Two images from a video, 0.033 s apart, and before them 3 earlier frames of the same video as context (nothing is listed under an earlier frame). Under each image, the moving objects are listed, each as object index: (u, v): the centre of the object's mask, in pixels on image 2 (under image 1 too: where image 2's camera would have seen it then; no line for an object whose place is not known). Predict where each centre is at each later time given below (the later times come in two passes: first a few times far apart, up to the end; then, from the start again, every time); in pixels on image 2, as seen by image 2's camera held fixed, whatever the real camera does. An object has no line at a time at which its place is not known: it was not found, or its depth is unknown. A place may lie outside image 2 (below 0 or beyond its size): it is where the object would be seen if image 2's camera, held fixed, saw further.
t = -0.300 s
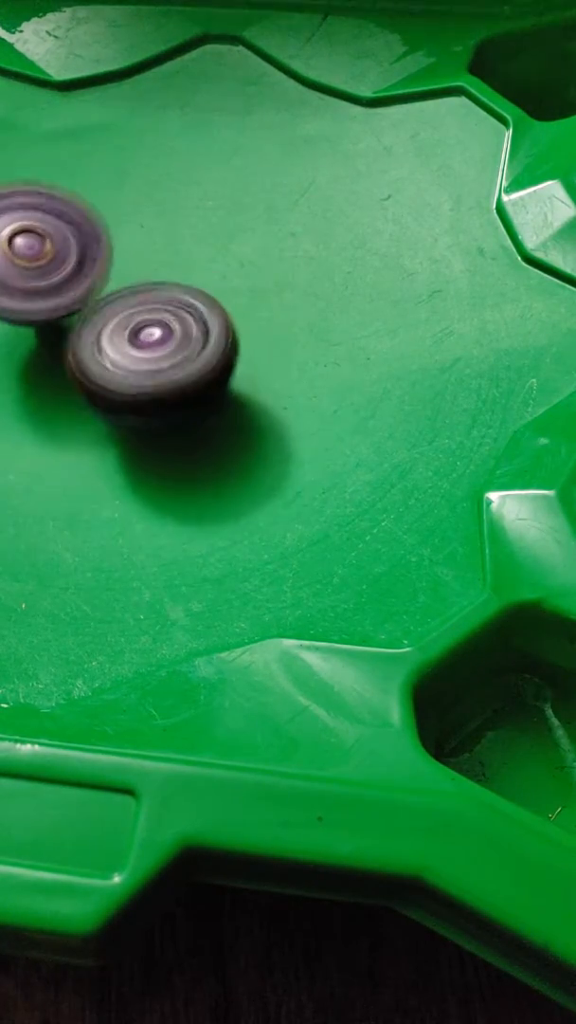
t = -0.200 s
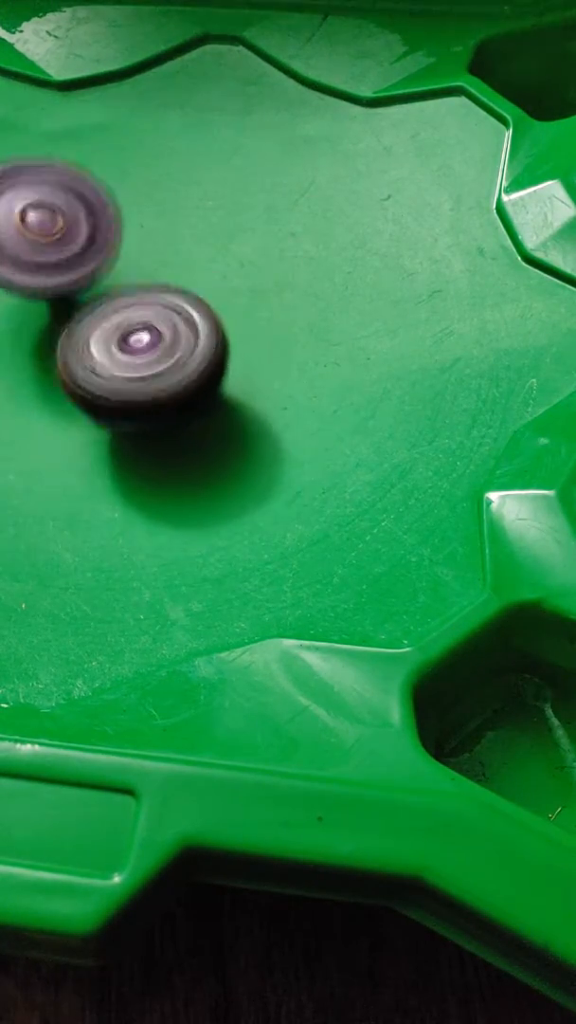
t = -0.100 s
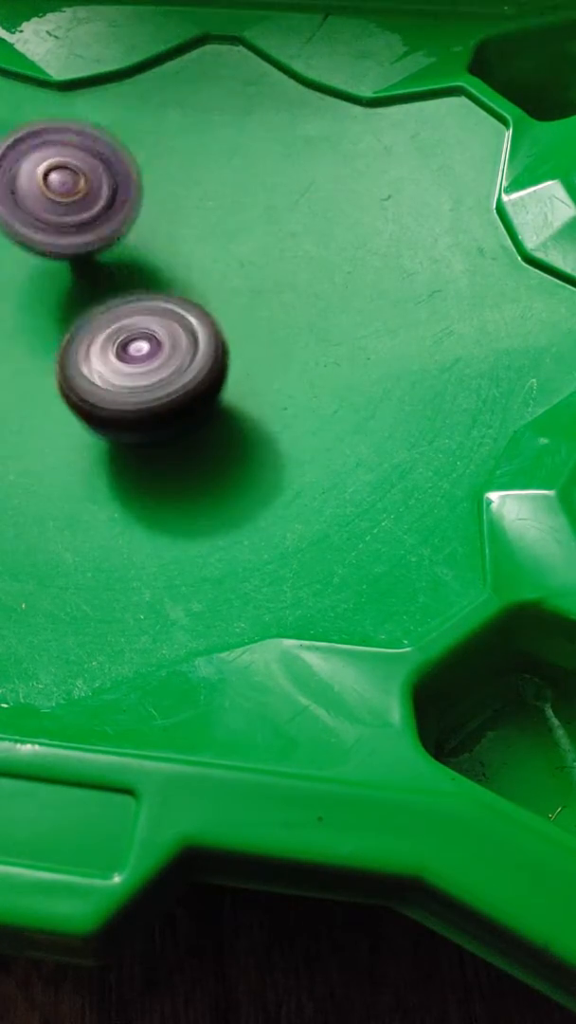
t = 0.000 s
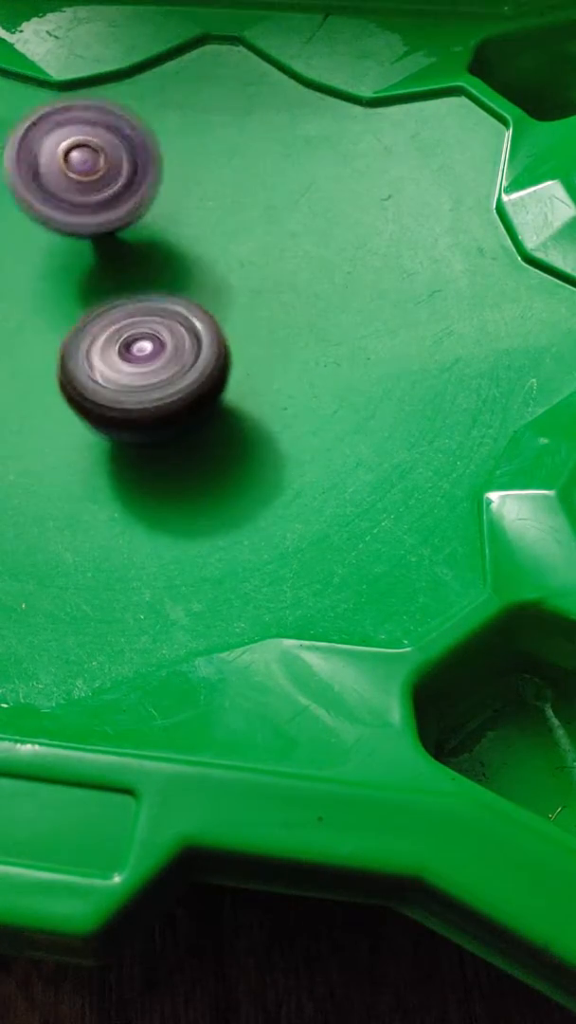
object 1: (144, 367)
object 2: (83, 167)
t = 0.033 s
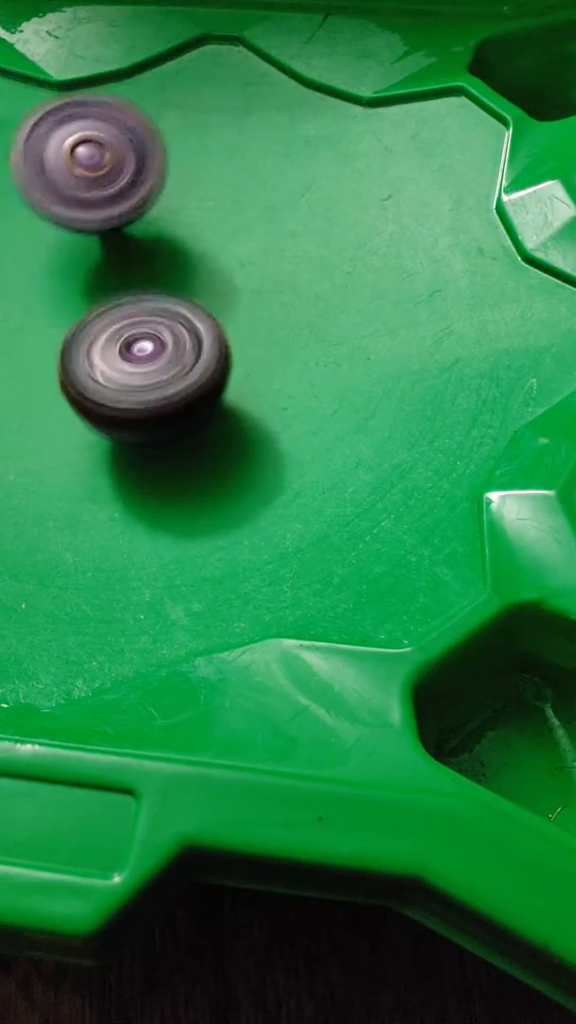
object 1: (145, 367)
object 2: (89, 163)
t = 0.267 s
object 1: (146, 352)
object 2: (130, 159)
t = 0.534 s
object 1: (134, 326)
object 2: (214, 187)
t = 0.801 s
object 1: (131, 322)
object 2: (283, 239)
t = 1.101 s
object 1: (126, 316)
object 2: (308, 308)
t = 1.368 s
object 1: (87, 264)
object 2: (307, 405)
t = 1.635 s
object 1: (76, 228)
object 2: (245, 446)
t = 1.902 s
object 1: (115, 244)
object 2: (116, 407)
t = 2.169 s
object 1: (191, 258)
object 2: (34, 357)
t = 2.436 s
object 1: (229, 307)
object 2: (31, 294)
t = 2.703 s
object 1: (211, 356)
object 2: (72, 237)
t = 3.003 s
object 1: (138, 365)
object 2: (207, 222)
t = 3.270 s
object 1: (91, 322)
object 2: (291, 263)
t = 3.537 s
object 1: (100, 273)
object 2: (296, 324)
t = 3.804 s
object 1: (142, 254)
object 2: (201, 372)
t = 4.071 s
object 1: (195, 267)
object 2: (73, 377)
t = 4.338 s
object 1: (211, 312)
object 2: (40, 324)
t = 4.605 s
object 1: (177, 348)
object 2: (57, 261)
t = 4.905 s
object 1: (195, 441)
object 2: (111, 161)
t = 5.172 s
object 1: (164, 419)
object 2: (201, 185)
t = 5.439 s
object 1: (47, 380)
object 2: (382, 165)
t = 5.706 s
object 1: (41, 335)
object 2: (415, 178)
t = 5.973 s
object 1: (134, 326)
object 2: (281, 237)
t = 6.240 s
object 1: (186, 384)
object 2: (202, 195)
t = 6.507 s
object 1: (140, 396)
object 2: (202, 141)
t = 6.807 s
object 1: (167, 322)
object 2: (199, 185)
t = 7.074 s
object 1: (144, 393)
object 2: (181, 169)
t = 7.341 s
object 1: (127, 389)
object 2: (123, 184)
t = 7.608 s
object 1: (176, 339)
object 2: (72, 203)
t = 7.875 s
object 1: (235, 338)
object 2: (53, 226)
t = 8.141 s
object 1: (221, 347)
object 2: (42, 261)
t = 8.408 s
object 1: (207, 302)
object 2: (38, 302)
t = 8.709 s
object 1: (237, 277)
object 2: (43, 340)
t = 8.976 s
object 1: (213, 291)
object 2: (58, 362)
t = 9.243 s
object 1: (179, 260)
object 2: (94, 380)
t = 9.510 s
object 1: (186, 248)
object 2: (137, 384)
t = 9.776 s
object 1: (170, 262)
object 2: (158, 389)
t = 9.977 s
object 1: (164, 236)
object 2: (145, 393)
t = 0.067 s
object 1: (145, 367)
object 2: (95, 160)
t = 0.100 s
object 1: (146, 367)
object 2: (101, 159)
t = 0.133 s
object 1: (146, 366)
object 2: (105, 157)
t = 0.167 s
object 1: (145, 364)
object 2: (111, 157)
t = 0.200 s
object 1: (145, 361)
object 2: (117, 157)
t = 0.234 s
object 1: (146, 356)
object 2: (123, 157)
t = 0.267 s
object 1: (146, 352)
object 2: (130, 159)
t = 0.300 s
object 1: (147, 348)
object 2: (138, 161)
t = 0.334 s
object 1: (147, 342)
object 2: (148, 166)
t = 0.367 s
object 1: (148, 337)
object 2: (156, 169)
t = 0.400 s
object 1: (148, 331)
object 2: (166, 176)
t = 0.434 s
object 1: (149, 325)
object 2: (175, 181)
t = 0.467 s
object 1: (143, 324)
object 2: (190, 182)
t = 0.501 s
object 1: (136, 327)
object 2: (204, 184)
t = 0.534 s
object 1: (134, 326)
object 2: (214, 187)
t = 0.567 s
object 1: (133, 326)
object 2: (226, 192)
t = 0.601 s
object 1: (132, 325)
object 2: (236, 197)
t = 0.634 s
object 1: (132, 325)
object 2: (246, 203)
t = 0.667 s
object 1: (132, 324)
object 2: (255, 209)
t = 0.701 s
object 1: (132, 324)
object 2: (263, 217)
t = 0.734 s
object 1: (132, 323)
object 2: (271, 224)
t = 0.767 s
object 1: (132, 322)
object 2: (276, 232)
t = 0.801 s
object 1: (131, 322)
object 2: (283, 239)
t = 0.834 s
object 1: (126, 322)
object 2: (292, 247)
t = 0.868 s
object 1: (126, 321)
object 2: (299, 256)
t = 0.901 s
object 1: (125, 320)
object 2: (303, 262)
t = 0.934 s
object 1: (125, 319)
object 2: (307, 271)
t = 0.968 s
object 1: (125, 319)
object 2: (309, 278)
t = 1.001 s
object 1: (125, 319)
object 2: (311, 287)
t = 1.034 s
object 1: (125, 318)
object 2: (310, 294)
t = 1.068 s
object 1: (125, 317)
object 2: (310, 301)
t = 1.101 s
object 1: (126, 316)
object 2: (308, 308)
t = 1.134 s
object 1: (127, 315)
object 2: (305, 315)
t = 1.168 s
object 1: (128, 314)
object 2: (301, 323)
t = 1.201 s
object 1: (130, 313)
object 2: (296, 329)
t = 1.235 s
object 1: (129, 309)
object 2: (291, 337)
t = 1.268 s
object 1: (110, 290)
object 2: (312, 364)
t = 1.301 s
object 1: (100, 279)
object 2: (312, 381)
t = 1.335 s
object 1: (93, 271)
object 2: (310, 394)
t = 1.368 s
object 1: (87, 264)
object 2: (307, 405)
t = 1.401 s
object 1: (82, 257)
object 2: (304, 414)
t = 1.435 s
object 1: (79, 251)
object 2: (300, 422)
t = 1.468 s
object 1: (76, 244)
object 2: (292, 428)
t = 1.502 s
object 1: (75, 239)
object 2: (285, 434)
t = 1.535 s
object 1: (74, 234)
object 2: (277, 438)
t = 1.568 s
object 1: (74, 231)
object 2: (267, 441)
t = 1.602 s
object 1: (75, 229)
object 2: (258, 444)
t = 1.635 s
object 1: (76, 228)
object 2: (245, 446)
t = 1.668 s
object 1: (77, 227)
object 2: (231, 446)
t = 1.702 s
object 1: (79, 227)
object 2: (218, 446)
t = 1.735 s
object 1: (82, 228)
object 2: (199, 443)
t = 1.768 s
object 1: (87, 230)
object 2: (183, 440)
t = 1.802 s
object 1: (93, 232)
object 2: (165, 433)
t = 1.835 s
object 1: (100, 235)
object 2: (147, 425)
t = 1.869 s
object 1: (107, 239)
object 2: (132, 417)
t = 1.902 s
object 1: (115, 244)
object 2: (116, 407)
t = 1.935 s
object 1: (122, 248)
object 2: (102, 397)
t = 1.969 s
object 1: (130, 255)
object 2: (90, 385)
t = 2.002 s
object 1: (139, 253)
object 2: (76, 380)
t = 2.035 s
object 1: (154, 247)
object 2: (57, 384)
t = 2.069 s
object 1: (166, 247)
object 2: (47, 377)
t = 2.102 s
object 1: (175, 251)
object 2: (42, 371)
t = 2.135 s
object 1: (183, 254)
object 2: (37, 365)
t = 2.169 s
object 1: (191, 258)
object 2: (34, 357)
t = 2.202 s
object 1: (199, 263)
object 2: (31, 350)
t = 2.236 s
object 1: (205, 267)
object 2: (28, 342)
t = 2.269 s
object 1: (210, 273)
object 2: (27, 334)
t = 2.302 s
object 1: (215, 280)
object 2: (27, 327)
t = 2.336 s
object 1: (220, 287)
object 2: (26, 319)
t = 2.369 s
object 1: (224, 294)
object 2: (27, 310)
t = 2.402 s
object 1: (227, 300)
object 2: (28, 302)
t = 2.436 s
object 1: (229, 307)
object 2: (31, 294)
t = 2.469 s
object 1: (231, 315)
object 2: (33, 285)
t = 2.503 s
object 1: (230, 321)
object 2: (36, 277)
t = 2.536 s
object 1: (229, 328)
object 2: (40, 269)
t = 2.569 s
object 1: (226, 335)
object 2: (44, 262)
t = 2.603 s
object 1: (223, 341)
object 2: (49, 254)
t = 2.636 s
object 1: (219, 346)
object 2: (55, 248)
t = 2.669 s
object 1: (216, 351)
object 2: (63, 242)
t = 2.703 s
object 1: (211, 356)
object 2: (72, 237)
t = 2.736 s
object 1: (204, 360)
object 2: (84, 231)
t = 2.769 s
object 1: (197, 363)
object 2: (99, 227)
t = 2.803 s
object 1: (188, 365)
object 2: (114, 224)
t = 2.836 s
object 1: (182, 368)
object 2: (130, 222)
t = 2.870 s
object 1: (174, 369)
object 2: (146, 220)
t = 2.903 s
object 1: (166, 369)
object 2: (162, 219)
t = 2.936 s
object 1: (157, 368)
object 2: (177, 219)
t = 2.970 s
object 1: (148, 367)
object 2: (193, 221)
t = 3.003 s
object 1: (138, 365)
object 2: (207, 222)
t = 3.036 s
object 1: (130, 361)
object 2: (220, 225)
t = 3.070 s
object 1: (123, 357)
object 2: (234, 226)
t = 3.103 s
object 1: (116, 353)
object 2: (246, 232)
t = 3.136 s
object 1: (109, 347)
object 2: (257, 237)
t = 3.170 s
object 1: (104, 342)
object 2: (267, 243)
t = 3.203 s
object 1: (98, 336)
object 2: (276, 247)
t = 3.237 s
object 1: (94, 330)
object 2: (286, 255)
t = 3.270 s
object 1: (91, 322)
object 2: (291, 263)
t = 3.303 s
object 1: (90, 317)
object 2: (296, 269)
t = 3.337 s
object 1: (90, 311)
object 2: (300, 276)
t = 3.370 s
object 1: (90, 304)
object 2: (304, 285)
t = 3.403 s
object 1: (89, 297)
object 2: (304, 293)
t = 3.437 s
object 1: (91, 291)
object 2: (303, 301)
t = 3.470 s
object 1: (93, 285)
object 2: (301, 308)
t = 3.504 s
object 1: (96, 279)
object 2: (299, 316)
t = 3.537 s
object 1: (100, 273)
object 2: (296, 324)
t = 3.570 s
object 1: (104, 268)
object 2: (289, 332)
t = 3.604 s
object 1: (107, 266)
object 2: (280, 340)
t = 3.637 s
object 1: (113, 263)
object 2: (271, 346)
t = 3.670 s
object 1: (119, 260)
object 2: (260, 353)
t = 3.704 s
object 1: (125, 258)
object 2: (248, 359)
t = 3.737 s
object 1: (132, 257)
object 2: (233, 365)
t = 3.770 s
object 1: (136, 255)
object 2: (215, 369)
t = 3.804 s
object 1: (142, 254)
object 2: (201, 372)
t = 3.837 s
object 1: (150, 254)
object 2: (185, 374)
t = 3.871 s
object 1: (158, 253)
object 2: (167, 377)
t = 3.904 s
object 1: (168, 254)
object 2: (149, 381)
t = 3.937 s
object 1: (173, 255)
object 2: (131, 382)
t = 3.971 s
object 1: (178, 256)
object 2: (113, 383)
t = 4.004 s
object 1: (184, 260)
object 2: (96, 381)
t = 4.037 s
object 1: (189, 263)
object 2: (83, 380)
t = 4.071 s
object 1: (195, 267)
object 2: (73, 377)
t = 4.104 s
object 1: (199, 271)
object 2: (65, 373)
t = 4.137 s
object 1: (203, 279)
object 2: (57, 366)
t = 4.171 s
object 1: (207, 284)
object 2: (52, 360)
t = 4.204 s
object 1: (209, 288)
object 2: (48, 354)
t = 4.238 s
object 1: (212, 293)
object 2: (45, 345)
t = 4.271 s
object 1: (213, 300)
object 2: (42, 339)
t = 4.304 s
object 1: (212, 306)
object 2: (41, 332)
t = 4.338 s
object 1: (211, 312)
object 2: (40, 324)
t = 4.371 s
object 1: (209, 317)
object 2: (39, 316)
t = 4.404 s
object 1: (208, 323)
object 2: (40, 307)
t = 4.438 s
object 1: (204, 328)
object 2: (41, 299)
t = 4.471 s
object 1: (198, 333)
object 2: (42, 291)
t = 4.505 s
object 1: (194, 339)
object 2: (45, 283)
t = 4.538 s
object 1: (189, 343)
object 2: (49, 275)
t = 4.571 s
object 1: (184, 347)
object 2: (53, 267)
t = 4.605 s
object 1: (177, 348)
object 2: (57, 261)
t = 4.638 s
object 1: (171, 355)
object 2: (61, 249)
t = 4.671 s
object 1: (185, 383)
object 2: (60, 220)
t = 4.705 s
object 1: (196, 404)
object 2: (63, 201)
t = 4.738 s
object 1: (198, 415)
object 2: (69, 191)
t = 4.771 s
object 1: (200, 423)
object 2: (74, 182)
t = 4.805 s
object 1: (201, 428)
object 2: (82, 174)
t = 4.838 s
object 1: (199, 433)
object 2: (91, 168)
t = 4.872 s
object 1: (197, 440)
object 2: (101, 164)
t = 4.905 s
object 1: (195, 441)
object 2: (111, 161)
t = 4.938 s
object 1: (192, 443)
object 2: (122, 159)
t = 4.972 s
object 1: (188, 446)
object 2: (133, 158)
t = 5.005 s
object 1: (185, 446)
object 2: (145, 158)
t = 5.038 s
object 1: (181, 442)
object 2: (157, 161)
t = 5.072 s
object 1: (176, 439)
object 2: (169, 165)
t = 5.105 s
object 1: (170, 433)
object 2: (181, 171)
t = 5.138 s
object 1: (166, 426)
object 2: (191, 177)
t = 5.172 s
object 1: (164, 419)
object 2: (201, 185)
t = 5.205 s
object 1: (160, 413)
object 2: (209, 194)
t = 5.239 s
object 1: (157, 401)
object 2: (216, 204)
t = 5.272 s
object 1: (158, 394)
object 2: (222, 214)
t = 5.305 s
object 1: (157, 383)
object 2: (226, 225)
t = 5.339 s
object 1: (158, 372)
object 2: (229, 236)
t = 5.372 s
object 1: (117, 371)
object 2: (278, 216)
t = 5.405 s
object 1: (70, 381)
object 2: (339, 189)
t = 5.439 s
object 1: (47, 380)
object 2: (382, 165)
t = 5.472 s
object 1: (33, 379)
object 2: (408, 149)
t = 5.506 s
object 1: (28, 371)
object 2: (424, 144)
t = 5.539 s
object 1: (29, 363)
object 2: (434, 145)
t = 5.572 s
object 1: (30, 360)
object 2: (434, 150)
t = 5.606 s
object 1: (30, 357)
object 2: (431, 153)
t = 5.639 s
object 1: (33, 345)
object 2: (429, 160)
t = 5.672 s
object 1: (36, 337)
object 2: (422, 170)
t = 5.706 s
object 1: (41, 335)
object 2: (415, 178)
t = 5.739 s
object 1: (45, 330)
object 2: (404, 188)
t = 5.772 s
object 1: (53, 329)
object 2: (393, 195)
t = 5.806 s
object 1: (61, 323)
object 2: (377, 204)
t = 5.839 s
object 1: (70, 323)
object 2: (359, 213)
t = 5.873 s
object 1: (85, 322)
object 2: (342, 222)
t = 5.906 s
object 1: (100, 323)
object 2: (323, 228)
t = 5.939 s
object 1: (119, 324)
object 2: (302, 234)
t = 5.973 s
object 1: (134, 326)
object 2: (281, 237)
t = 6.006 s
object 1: (151, 330)
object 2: (260, 234)
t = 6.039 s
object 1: (158, 337)
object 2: (249, 231)
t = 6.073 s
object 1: (165, 346)
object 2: (239, 226)
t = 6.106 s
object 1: (175, 353)
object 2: (232, 222)
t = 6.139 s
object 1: (182, 363)
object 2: (221, 217)
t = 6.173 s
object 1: (185, 370)
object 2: (214, 212)
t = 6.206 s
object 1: (186, 379)
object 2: (206, 205)
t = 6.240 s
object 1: (186, 384)
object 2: (202, 195)
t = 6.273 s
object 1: (182, 390)
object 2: (197, 186)
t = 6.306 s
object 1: (174, 399)
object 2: (195, 171)
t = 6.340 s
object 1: (170, 402)
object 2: (195, 164)
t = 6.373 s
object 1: (161, 404)
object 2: (194, 157)
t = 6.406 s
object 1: (158, 404)
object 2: (195, 152)
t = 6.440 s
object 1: (149, 402)
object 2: (198, 147)
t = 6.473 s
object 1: (147, 401)
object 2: (201, 142)
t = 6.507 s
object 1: (140, 396)
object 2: (202, 141)
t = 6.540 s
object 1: (139, 391)
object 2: (203, 141)
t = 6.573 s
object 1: (134, 384)
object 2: (207, 142)
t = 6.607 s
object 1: (136, 375)
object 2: (208, 143)
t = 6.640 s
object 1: (136, 366)
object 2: (209, 148)
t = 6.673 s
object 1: (140, 359)
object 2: (209, 155)
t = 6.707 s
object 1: (142, 348)
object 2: (209, 161)
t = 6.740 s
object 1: (151, 338)
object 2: (207, 168)
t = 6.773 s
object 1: (157, 330)
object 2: (203, 177)
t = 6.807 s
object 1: (167, 322)
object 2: (199, 185)
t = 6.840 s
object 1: (166, 328)
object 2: (202, 181)
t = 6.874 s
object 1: (160, 346)
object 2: (211, 166)
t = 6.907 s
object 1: (150, 363)
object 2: (215, 164)
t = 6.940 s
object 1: (147, 371)
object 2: (209, 168)
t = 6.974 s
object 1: (143, 378)
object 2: (199, 167)
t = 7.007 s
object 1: (147, 381)
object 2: (193, 167)
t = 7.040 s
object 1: (148, 389)
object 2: (189, 169)
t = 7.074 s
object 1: (144, 393)
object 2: (181, 169)
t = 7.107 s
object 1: (140, 397)
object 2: (173, 171)
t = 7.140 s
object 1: (139, 400)
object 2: (168, 172)
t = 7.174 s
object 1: (136, 399)
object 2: (161, 174)
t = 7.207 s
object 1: (129, 398)
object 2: (152, 176)
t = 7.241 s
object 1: (125, 398)
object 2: (145, 178)
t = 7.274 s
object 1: (122, 395)
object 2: (138, 180)
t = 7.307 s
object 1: (126, 390)
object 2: (130, 182)
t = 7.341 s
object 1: (127, 389)
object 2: (123, 184)
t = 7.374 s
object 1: (124, 379)
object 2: (116, 186)
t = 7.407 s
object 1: (128, 374)
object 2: (108, 188)
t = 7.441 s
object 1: (134, 366)
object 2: (101, 191)
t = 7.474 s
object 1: (140, 362)
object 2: (95, 193)
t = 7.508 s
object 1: (146, 354)
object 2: (89, 195)
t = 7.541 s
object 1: (157, 348)
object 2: (81, 199)
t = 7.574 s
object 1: (164, 343)
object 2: (77, 201)
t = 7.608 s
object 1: (176, 339)
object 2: (72, 203)
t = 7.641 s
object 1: (185, 336)
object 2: (68, 206)
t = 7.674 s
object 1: (197, 331)
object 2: (66, 208)
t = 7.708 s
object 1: (206, 333)
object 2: (63, 210)
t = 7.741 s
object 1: (214, 331)
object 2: (60, 214)
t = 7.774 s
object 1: (222, 332)
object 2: (59, 216)
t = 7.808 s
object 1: (227, 334)
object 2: (56, 219)
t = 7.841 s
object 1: (233, 335)
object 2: (54, 223)
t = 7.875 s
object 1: (235, 338)
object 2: (53, 226)
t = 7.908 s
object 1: (239, 340)
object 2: (50, 229)
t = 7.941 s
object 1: (239, 343)
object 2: (49, 233)
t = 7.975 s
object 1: (239, 345)
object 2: (48, 237)
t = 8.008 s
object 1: (236, 348)
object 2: (46, 242)
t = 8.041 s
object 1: (232, 348)
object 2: (45, 246)
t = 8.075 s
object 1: (229, 349)
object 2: (45, 250)
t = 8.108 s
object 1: (223, 349)
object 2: (43, 255)
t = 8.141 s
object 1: (221, 347)
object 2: (42, 261)
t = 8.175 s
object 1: (216, 343)
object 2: (41, 264)
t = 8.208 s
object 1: (210, 339)
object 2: (41, 271)
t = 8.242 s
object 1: (207, 335)
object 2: (41, 277)
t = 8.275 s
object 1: (203, 328)
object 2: (40, 281)
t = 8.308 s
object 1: (205, 323)
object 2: (39, 287)
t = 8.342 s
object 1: (202, 315)
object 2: (40, 293)
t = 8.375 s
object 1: (205, 308)
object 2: (39, 296)
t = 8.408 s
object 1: (207, 302)
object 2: (38, 302)
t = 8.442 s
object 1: (209, 293)
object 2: (40, 308)
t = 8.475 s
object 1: (214, 289)
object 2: (39, 312)
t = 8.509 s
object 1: (216, 285)
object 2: (39, 317)
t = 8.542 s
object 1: (223, 281)
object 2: (39, 321)
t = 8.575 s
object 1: (225, 279)
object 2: (39, 325)
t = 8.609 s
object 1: (231, 276)
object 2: (40, 329)
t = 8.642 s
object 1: (232, 277)
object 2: (41, 331)
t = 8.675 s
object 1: (235, 276)
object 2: (41, 336)
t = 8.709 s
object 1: (237, 277)
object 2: (43, 340)
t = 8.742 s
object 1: (237, 279)
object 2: (44, 341)
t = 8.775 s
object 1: (239, 282)
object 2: (45, 345)
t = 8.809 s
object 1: (236, 285)
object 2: (47, 347)
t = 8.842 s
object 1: (235, 285)
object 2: (48, 351)
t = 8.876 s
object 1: (231, 289)
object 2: (51, 354)
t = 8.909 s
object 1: (225, 290)
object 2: (53, 355)
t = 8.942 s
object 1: (220, 293)
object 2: (55, 359)
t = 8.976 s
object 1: (213, 291)
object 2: (58, 362)
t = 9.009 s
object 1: (209, 291)
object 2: (60, 363)
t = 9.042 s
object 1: (202, 289)
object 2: (64, 367)
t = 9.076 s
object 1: (195, 286)
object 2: (67, 369)
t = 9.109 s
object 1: (191, 283)
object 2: (71, 371)
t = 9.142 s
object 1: (185, 276)
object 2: (76, 374)
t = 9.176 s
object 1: (184, 265)
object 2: (81, 374)
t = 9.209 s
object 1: (180, 262)
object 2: (85, 378)
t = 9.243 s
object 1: (179, 260)
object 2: (94, 380)
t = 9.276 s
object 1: (178, 257)
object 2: (99, 380)
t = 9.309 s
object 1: (177, 249)
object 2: (106, 383)
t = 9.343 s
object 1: (181, 251)
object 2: (112, 382)
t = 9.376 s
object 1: (180, 250)
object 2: (117, 384)
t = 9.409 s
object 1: (181, 248)
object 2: (124, 386)
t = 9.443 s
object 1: (182, 248)
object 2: (129, 385)
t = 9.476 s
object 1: (183, 246)
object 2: (133, 386)
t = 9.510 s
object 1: (186, 248)
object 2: (137, 384)
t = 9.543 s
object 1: (184, 251)
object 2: (140, 385)
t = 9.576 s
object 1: (186, 253)
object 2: (146, 385)
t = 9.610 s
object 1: (184, 255)
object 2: (150, 383)
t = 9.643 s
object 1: (181, 256)
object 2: (153, 384)
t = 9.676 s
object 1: (178, 259)
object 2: (158, 381)
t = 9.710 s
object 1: (173, 261)
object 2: (160, 381)
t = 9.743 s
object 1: (172, 263)
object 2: (163, 380)
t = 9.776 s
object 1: (170, 262)
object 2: (158, 389)
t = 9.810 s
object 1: (171, 252)
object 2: (147, 397)
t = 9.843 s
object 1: (170, 247)
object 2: (146, 395)
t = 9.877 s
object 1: (170, 243)
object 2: (149, 392)
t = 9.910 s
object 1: (168, 239)
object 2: (153, 392)
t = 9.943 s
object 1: (166, 237)
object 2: (149, 394)
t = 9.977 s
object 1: (164, 236)
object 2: (145, 393)
